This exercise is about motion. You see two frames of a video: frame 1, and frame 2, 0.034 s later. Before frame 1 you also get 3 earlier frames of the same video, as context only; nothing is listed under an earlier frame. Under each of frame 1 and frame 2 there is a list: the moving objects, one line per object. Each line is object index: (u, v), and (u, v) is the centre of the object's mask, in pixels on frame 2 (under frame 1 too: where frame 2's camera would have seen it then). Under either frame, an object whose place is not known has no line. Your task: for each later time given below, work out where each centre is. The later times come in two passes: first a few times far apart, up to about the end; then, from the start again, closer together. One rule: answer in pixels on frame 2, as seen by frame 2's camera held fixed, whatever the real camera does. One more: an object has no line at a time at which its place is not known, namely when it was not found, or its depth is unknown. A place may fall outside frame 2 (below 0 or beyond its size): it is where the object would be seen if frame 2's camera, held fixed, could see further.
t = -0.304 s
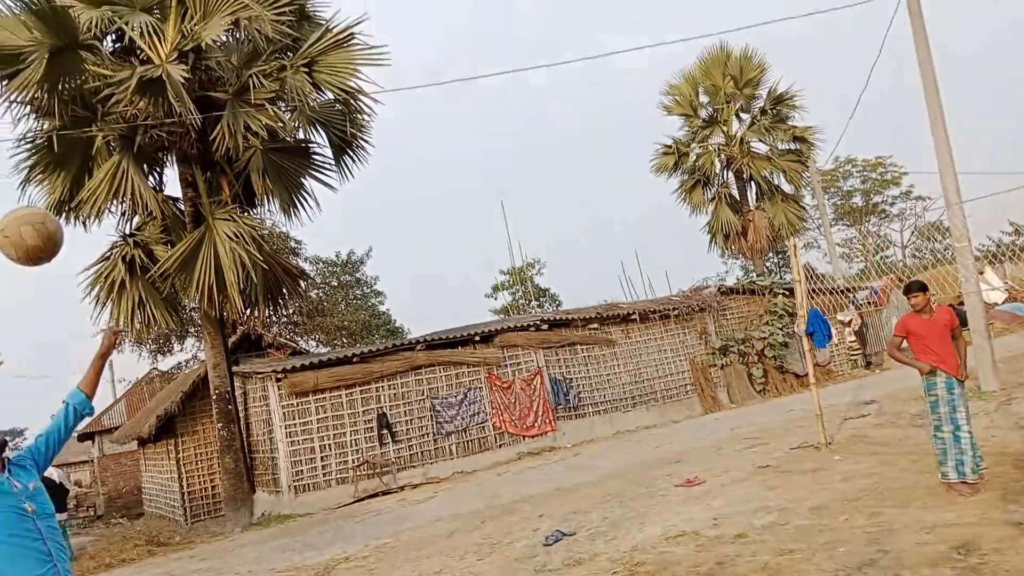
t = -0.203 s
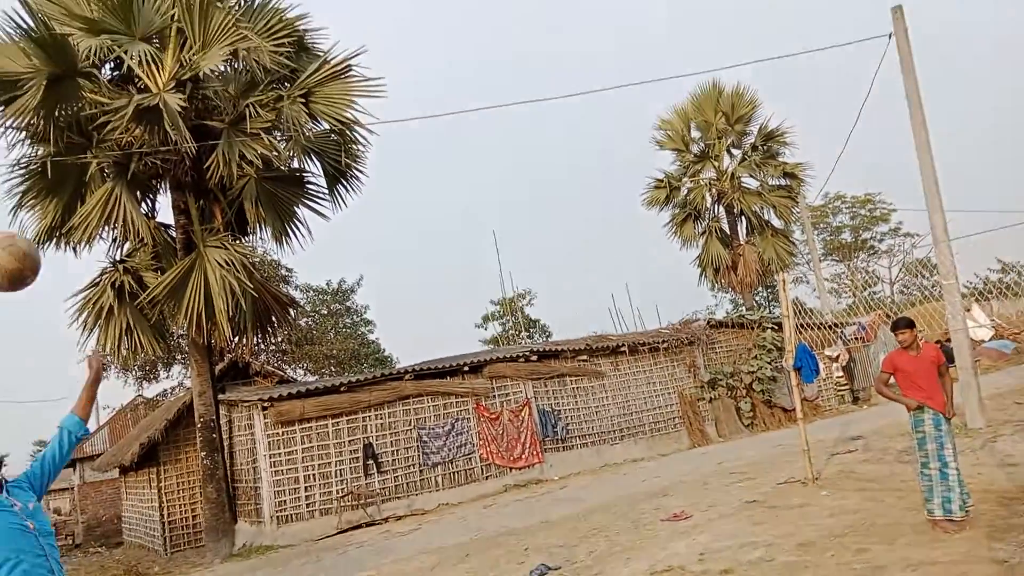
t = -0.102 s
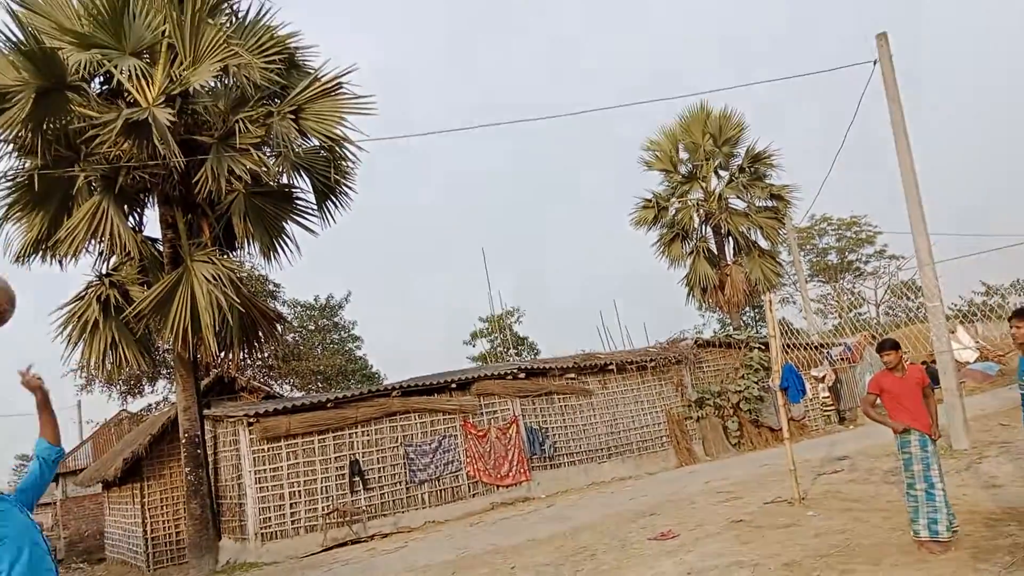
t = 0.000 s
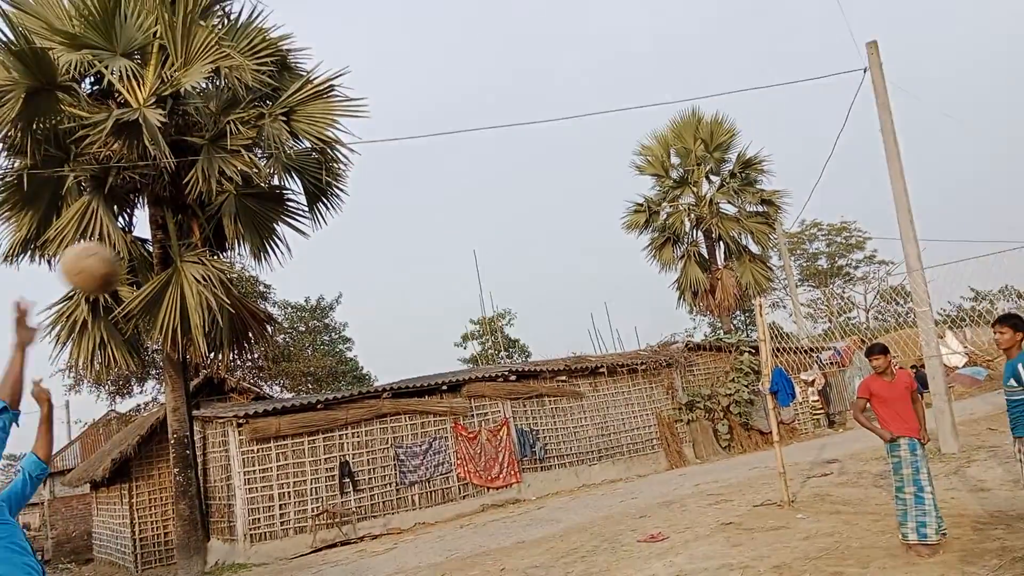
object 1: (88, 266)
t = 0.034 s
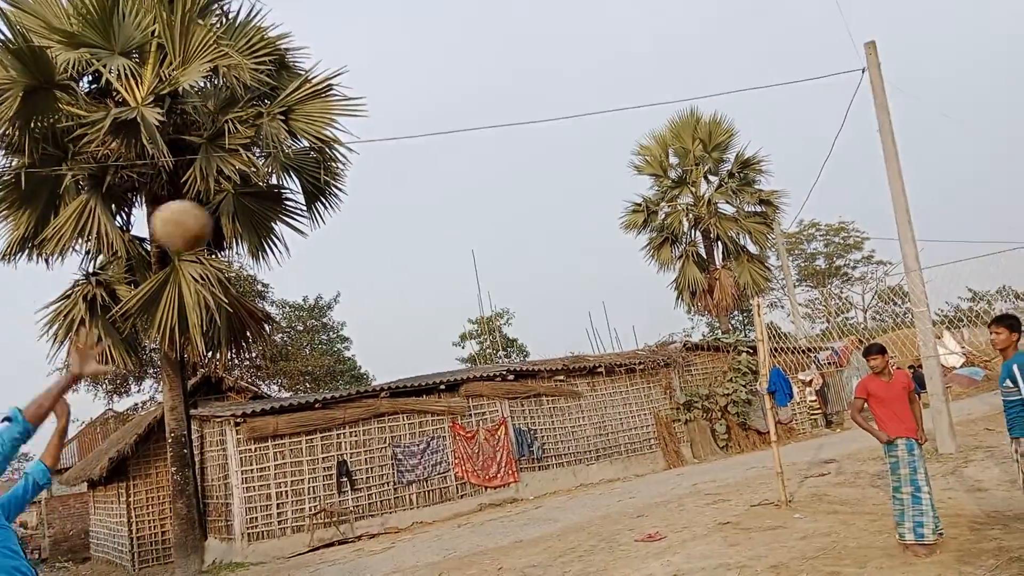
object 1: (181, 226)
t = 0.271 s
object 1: (618, 83)
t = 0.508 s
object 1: (869, 75)
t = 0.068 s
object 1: (263, 192)
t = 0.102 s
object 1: (339, 163)
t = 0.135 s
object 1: (406, 138)
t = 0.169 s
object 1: (464, 118)
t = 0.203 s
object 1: (519, 103)
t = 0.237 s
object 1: (571, 91)
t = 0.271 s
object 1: (618, 83)
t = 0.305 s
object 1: (661, 73)
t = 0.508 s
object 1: (869, 75)
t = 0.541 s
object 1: (897, 80)
